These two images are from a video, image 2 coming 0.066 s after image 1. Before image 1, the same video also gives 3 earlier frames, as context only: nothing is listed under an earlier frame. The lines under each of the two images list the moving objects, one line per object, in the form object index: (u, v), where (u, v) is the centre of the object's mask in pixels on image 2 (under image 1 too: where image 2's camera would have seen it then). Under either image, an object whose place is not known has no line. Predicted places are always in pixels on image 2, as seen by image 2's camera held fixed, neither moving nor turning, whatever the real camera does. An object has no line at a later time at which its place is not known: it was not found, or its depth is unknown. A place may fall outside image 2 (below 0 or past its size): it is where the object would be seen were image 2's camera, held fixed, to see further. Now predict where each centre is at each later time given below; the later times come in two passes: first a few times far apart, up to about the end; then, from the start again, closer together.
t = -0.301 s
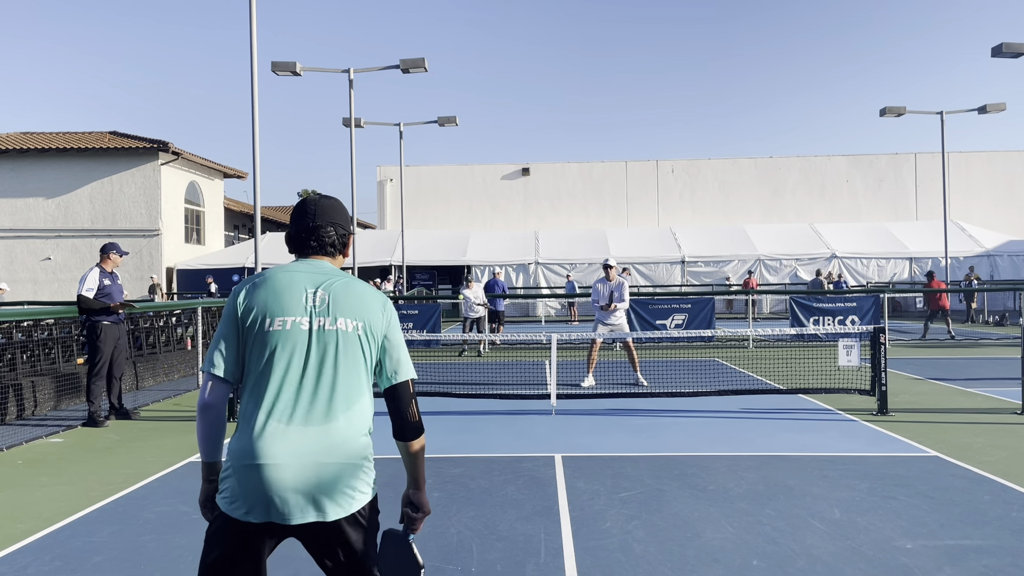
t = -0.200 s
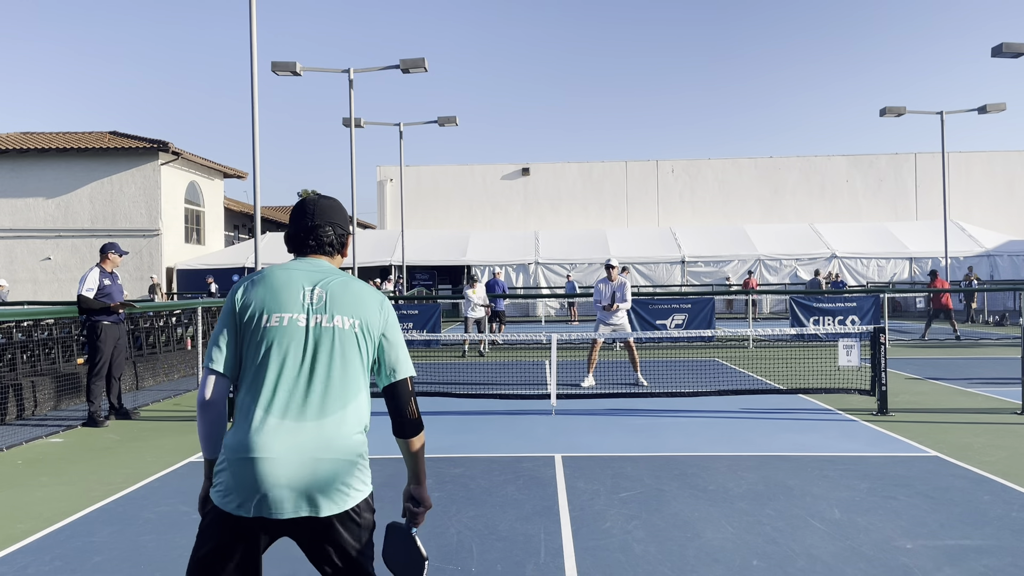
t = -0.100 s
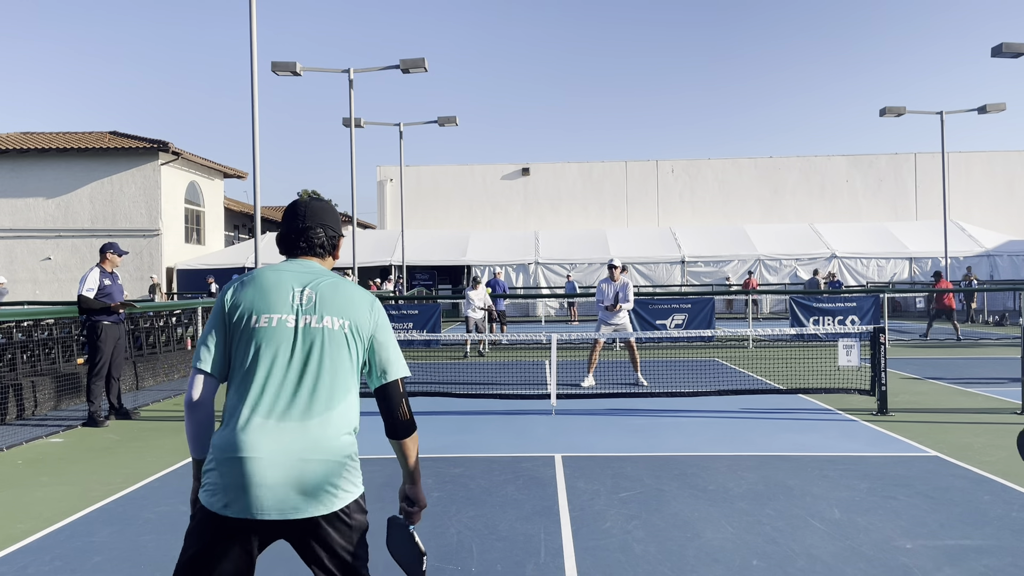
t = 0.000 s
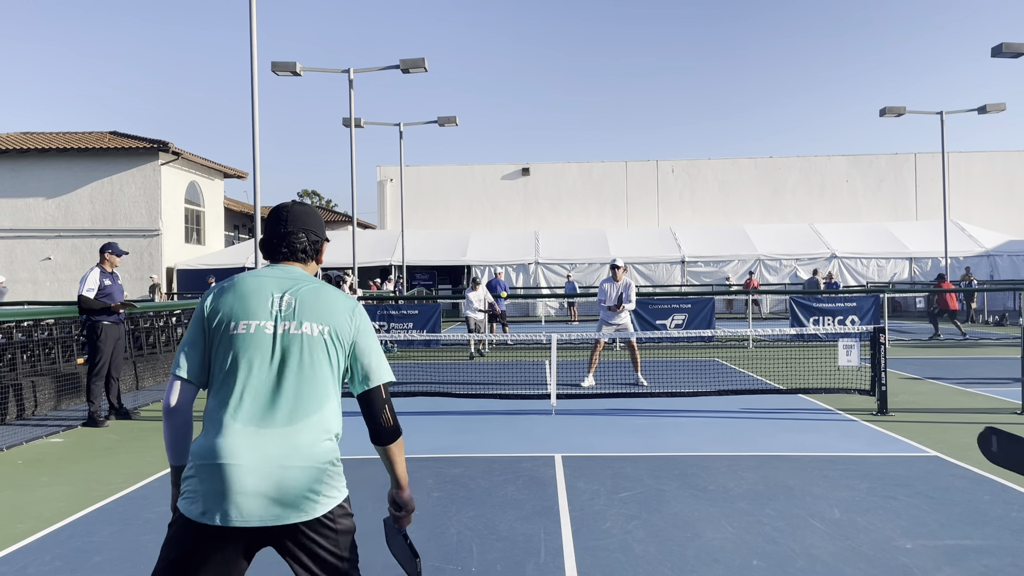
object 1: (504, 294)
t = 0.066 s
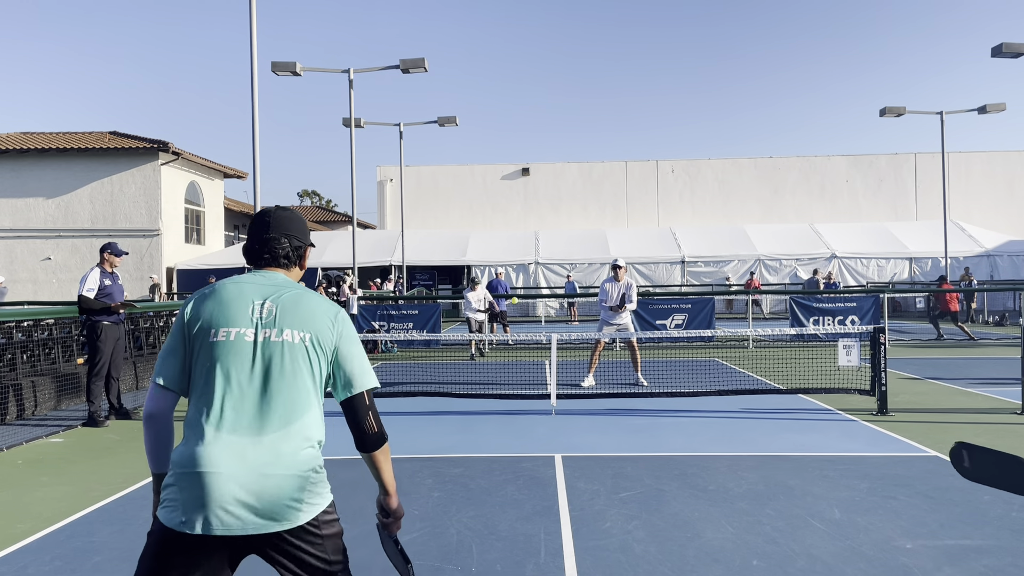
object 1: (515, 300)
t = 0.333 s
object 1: (567, 367)
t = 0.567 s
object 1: (626, 479)
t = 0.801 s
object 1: (673, 474)
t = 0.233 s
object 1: (545, 333)
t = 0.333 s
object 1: (567, 367)
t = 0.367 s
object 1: (575, 383)
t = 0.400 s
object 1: (583, 400)
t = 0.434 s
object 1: (592, 420)
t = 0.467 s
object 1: (601, 442)
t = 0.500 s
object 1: (611, 468)
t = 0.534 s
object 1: (620, 486)
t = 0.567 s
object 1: (626, 479)
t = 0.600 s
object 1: (632, 473)
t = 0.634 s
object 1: (638, 468)
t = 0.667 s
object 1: (645, 465)
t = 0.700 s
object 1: (651, 464)
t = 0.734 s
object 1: (658, 465)
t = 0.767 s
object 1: (665, 468)
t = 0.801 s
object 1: (673, 474)
